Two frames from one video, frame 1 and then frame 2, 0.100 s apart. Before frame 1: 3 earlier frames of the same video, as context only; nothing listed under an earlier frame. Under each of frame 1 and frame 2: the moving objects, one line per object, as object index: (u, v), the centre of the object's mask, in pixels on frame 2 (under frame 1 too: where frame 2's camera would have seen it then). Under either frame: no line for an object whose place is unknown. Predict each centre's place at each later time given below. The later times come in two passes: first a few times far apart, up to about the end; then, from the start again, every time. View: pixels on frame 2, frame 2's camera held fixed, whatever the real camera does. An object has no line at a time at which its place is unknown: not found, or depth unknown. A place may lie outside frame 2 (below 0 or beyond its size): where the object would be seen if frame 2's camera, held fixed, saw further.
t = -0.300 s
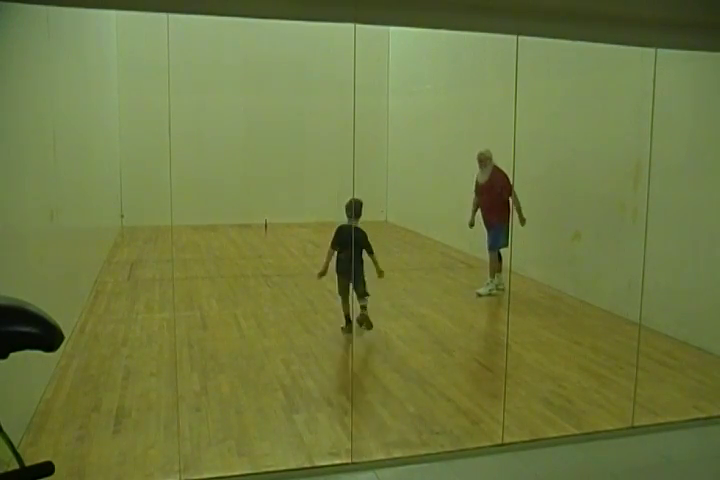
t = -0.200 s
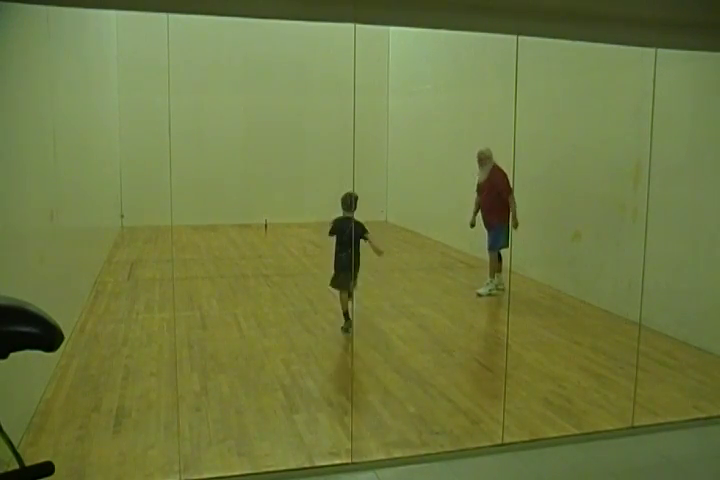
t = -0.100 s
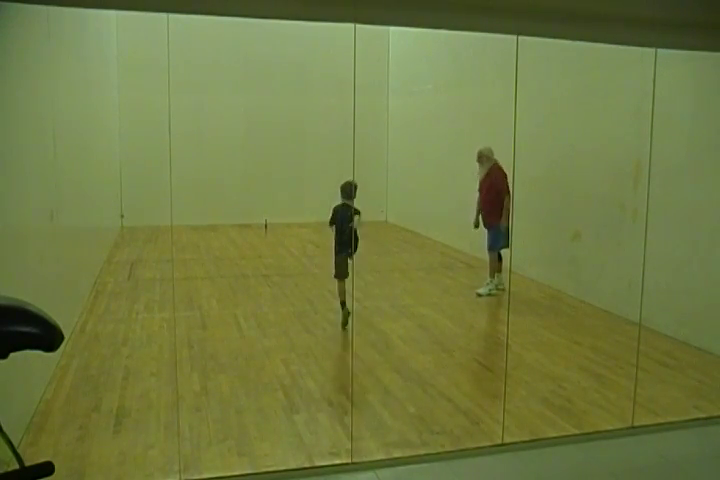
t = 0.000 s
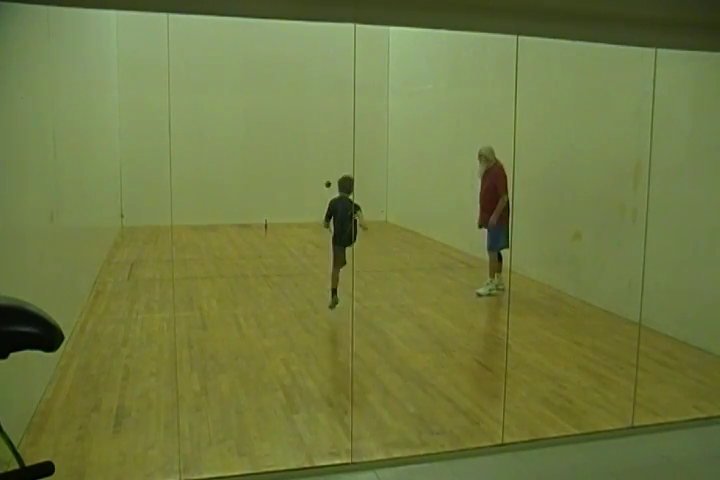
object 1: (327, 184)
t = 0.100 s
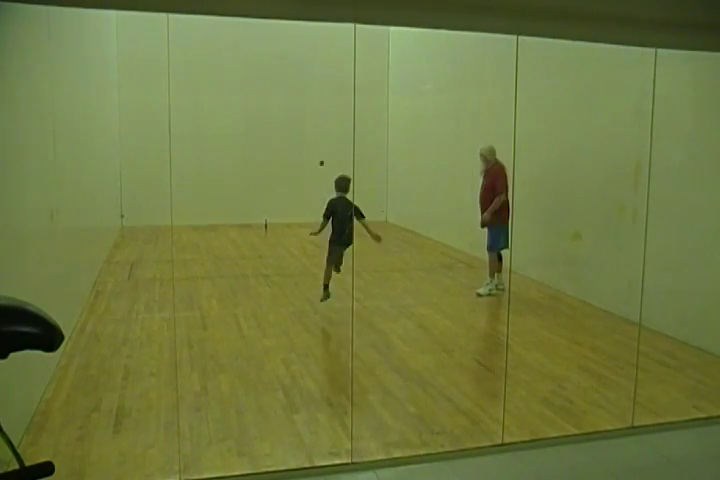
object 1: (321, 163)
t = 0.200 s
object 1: (316, 151)
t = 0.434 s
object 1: (315, 151)
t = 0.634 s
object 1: (340, 181)
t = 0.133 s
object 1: (319, 158)
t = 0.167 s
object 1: (318, 154)
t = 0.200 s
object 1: (316, 151)
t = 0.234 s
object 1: (315, 150)
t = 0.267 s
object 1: (313, 148)
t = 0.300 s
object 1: (312, 147)
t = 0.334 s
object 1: (311, 147)
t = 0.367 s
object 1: (311, 147)
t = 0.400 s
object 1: (312, 148)
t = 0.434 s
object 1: (315, 151)
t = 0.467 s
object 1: (319, 154)
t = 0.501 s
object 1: (324, 158)
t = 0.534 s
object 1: (328, 163)
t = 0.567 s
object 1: (331, 169)
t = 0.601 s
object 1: (336, 175)
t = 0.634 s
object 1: (340, 181)
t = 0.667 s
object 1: (344, 189)
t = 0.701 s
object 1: (349, 199)
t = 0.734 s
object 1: (354, 209)
